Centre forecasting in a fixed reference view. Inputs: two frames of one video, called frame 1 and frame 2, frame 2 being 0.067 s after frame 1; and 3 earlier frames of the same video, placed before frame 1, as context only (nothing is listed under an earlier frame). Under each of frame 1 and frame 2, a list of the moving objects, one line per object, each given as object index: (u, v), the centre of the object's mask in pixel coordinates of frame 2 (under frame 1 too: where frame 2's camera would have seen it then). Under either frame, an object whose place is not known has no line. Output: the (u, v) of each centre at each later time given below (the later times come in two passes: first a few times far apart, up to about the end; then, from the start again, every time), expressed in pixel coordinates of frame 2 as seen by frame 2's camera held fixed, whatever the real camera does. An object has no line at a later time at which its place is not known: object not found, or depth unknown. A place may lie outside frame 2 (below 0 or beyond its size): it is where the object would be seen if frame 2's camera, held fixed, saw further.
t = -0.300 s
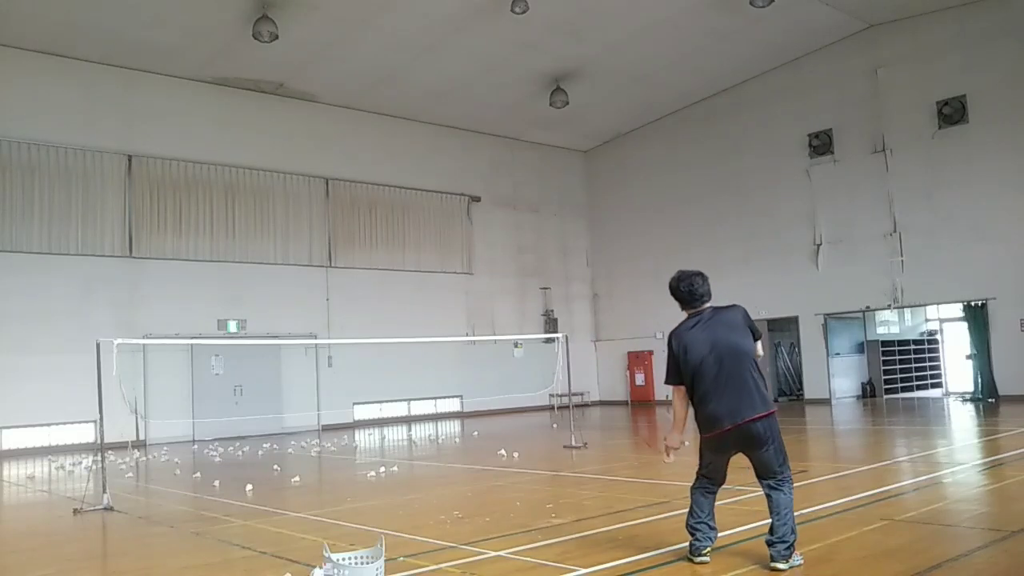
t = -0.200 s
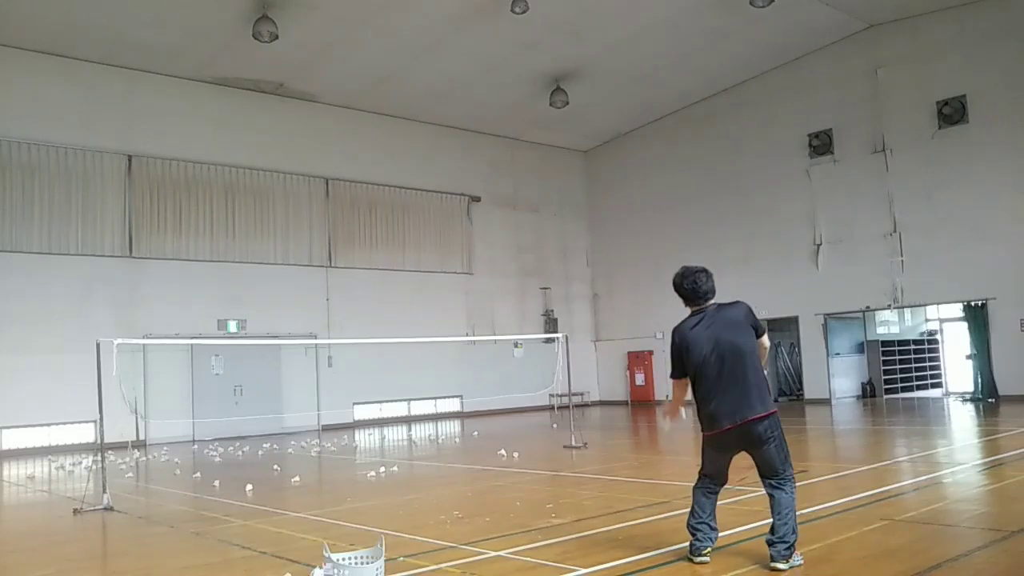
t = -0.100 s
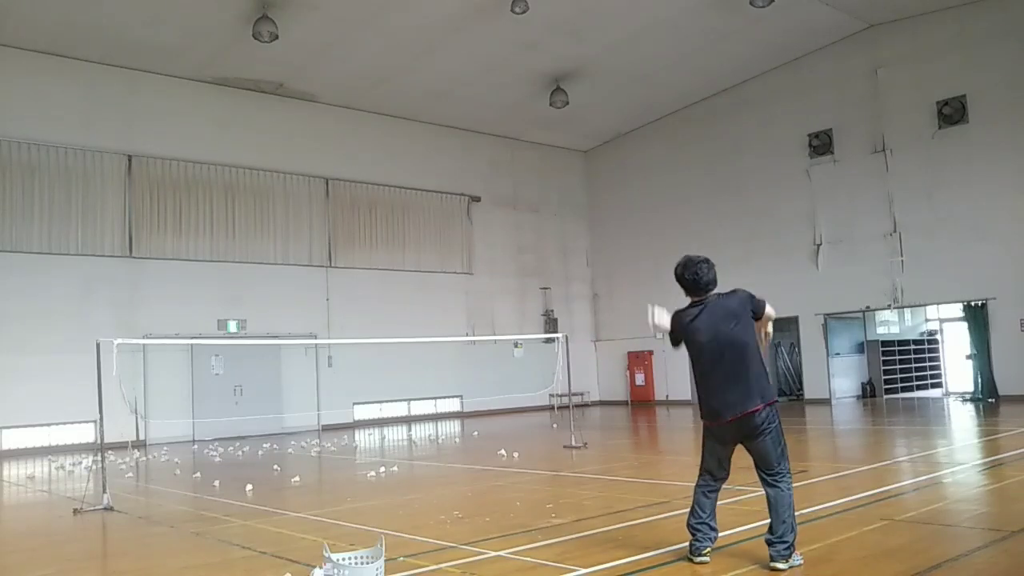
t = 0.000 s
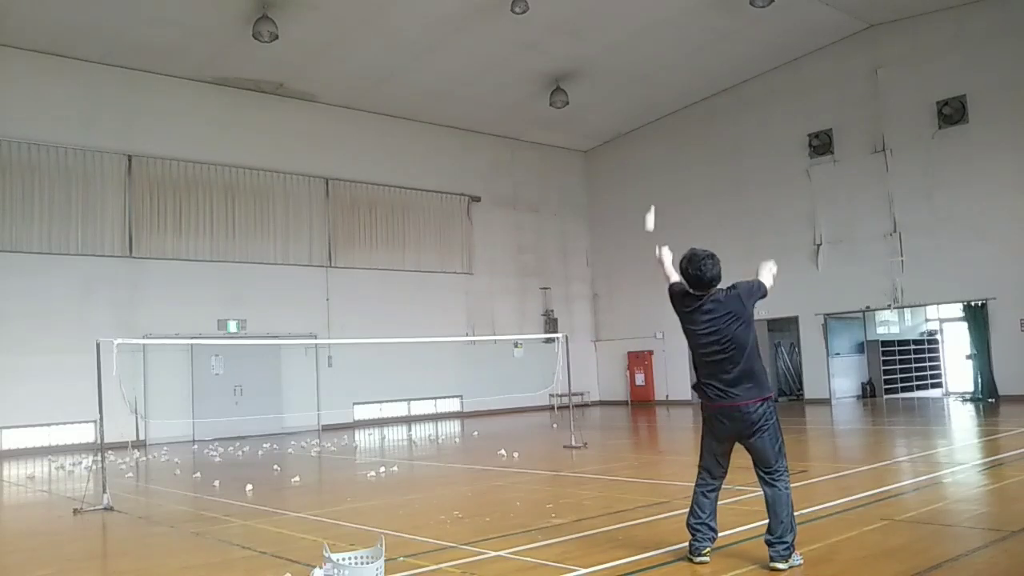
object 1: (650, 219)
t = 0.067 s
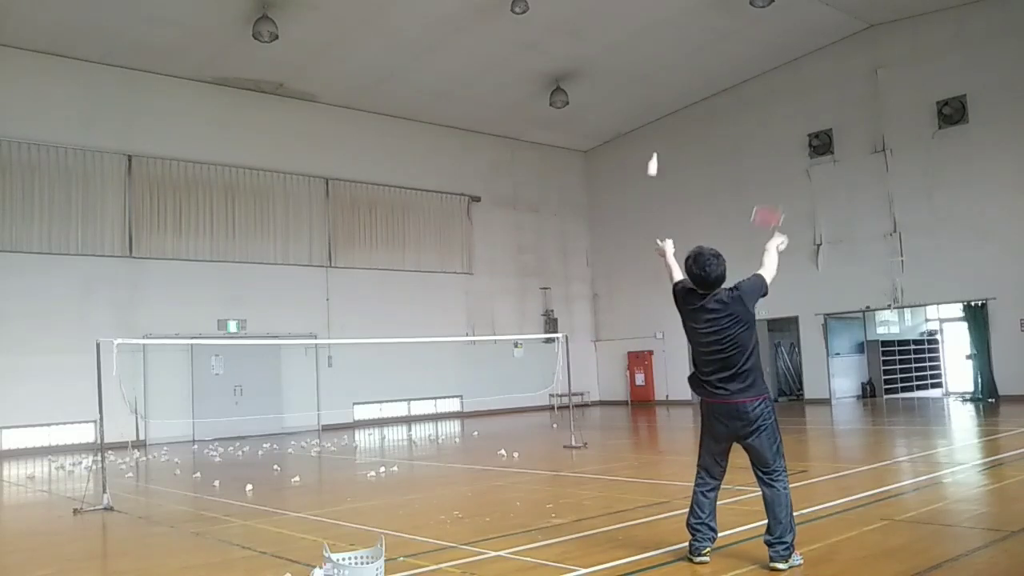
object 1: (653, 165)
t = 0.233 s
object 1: (662, 68)
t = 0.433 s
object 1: (669, 10)
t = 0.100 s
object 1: (655, 142)
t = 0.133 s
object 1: (657, 120)
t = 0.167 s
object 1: (659, 101)
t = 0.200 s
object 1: (660, 83)
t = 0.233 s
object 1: (662, 68)
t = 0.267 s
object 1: (663, 54)
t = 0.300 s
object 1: (664, 42)
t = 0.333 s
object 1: (665, 31)
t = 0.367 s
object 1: (666, 23)
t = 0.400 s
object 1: (667, 16)
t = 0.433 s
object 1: (669, 10)
